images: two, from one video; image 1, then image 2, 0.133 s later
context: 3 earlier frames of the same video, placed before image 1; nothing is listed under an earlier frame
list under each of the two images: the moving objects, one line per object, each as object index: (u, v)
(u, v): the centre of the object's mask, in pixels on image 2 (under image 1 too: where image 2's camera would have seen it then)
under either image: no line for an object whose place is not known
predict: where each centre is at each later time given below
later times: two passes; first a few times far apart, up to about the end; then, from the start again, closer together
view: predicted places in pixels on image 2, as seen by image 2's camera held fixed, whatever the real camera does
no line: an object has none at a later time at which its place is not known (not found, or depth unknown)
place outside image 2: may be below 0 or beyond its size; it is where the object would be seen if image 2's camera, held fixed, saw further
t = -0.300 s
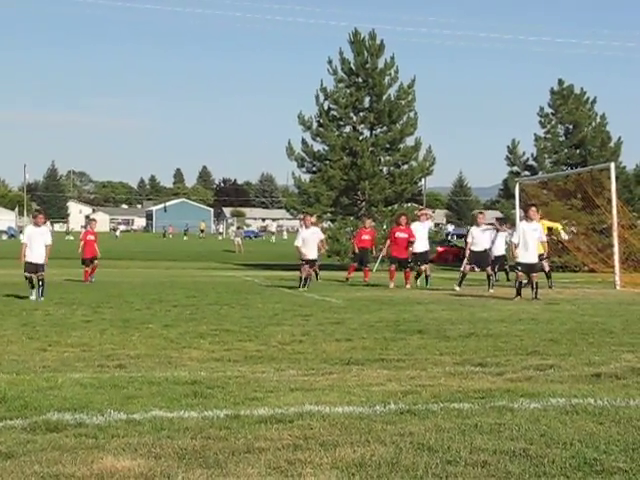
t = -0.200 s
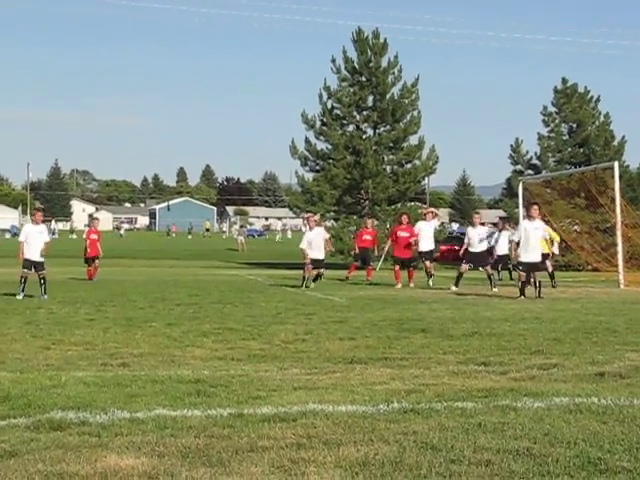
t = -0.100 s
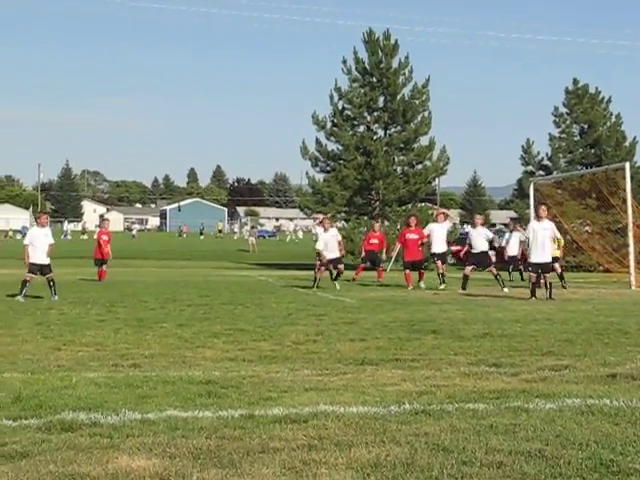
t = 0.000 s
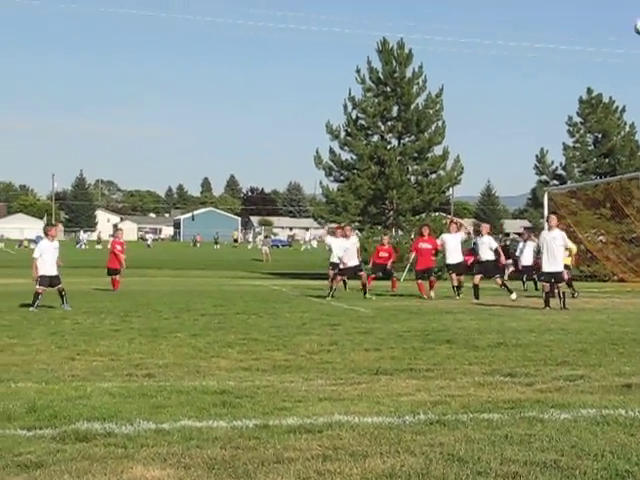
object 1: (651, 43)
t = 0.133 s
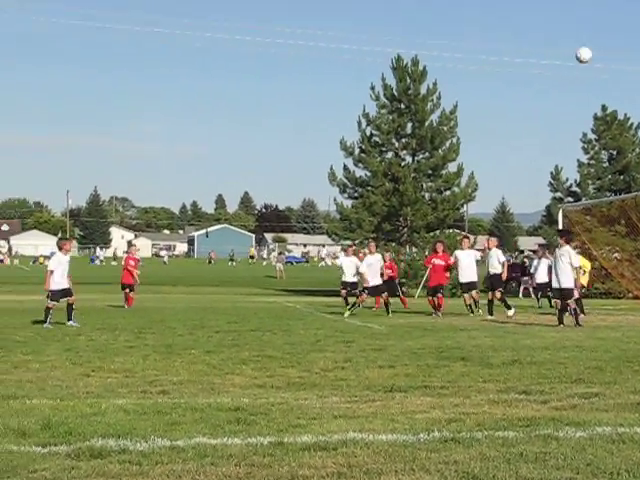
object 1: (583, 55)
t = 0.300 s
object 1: (508, 79)
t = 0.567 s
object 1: (414, 135)
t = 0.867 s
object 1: (332, 217)
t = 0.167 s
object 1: (567, 59)
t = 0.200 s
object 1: (551, 63)
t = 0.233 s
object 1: (536, 68)
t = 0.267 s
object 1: (522, 74)
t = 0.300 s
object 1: (508, 79)
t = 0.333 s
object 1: (494, 85)
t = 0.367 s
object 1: (482, 92)
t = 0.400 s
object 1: (469, 98)
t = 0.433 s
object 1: (457, 105)
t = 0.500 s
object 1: (435, 119)
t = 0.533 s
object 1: (424, 127)
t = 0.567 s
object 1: (414, 135)
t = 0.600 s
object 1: (403, 144)
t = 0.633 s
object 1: (393, 152)
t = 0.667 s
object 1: (384, 160)
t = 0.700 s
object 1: (374, 169)
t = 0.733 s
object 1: (366, 178)
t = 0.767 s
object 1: (357, 188)
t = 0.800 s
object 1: (348, 197)
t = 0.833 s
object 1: (340, 207)
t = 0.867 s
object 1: (332, 217)
